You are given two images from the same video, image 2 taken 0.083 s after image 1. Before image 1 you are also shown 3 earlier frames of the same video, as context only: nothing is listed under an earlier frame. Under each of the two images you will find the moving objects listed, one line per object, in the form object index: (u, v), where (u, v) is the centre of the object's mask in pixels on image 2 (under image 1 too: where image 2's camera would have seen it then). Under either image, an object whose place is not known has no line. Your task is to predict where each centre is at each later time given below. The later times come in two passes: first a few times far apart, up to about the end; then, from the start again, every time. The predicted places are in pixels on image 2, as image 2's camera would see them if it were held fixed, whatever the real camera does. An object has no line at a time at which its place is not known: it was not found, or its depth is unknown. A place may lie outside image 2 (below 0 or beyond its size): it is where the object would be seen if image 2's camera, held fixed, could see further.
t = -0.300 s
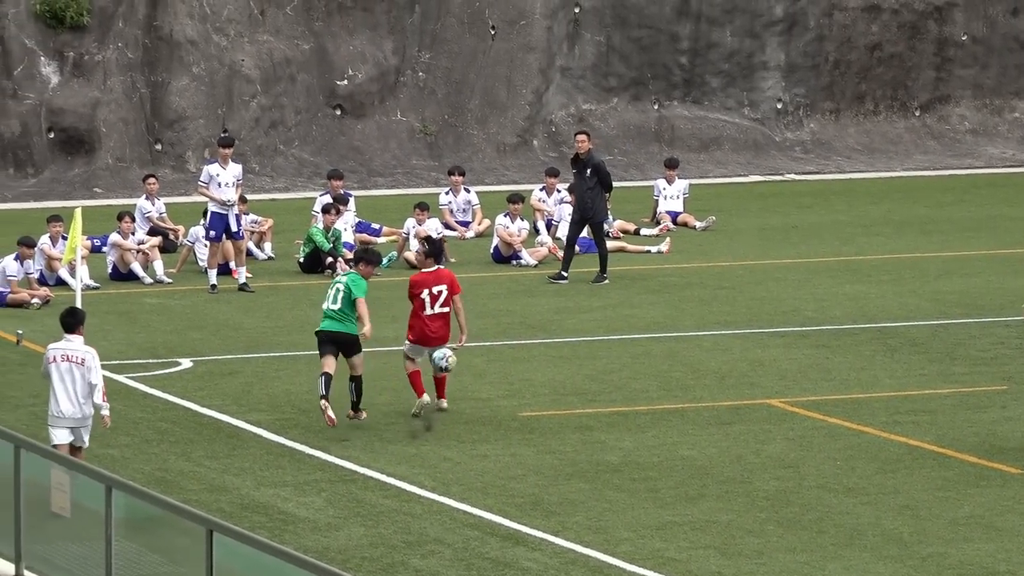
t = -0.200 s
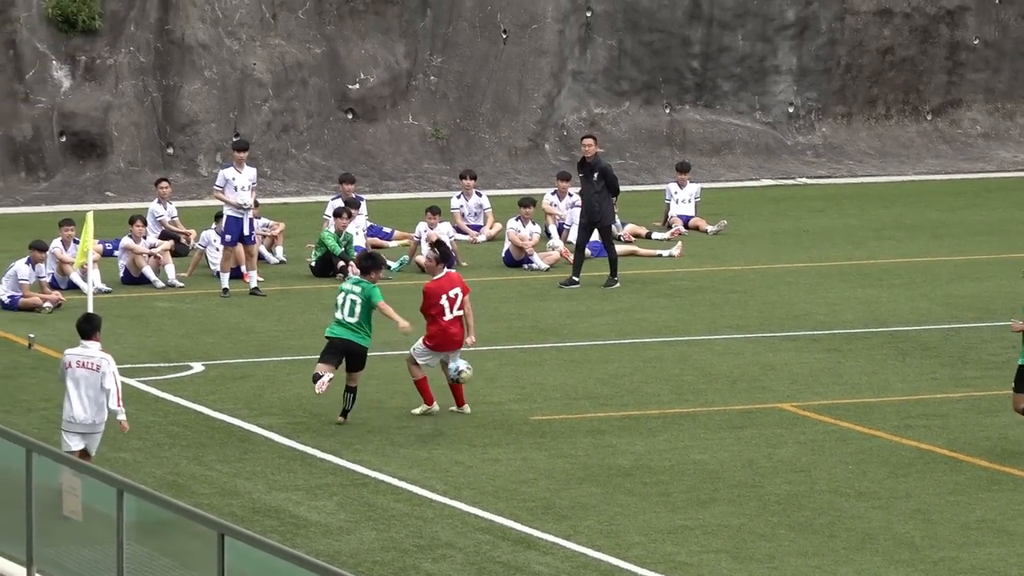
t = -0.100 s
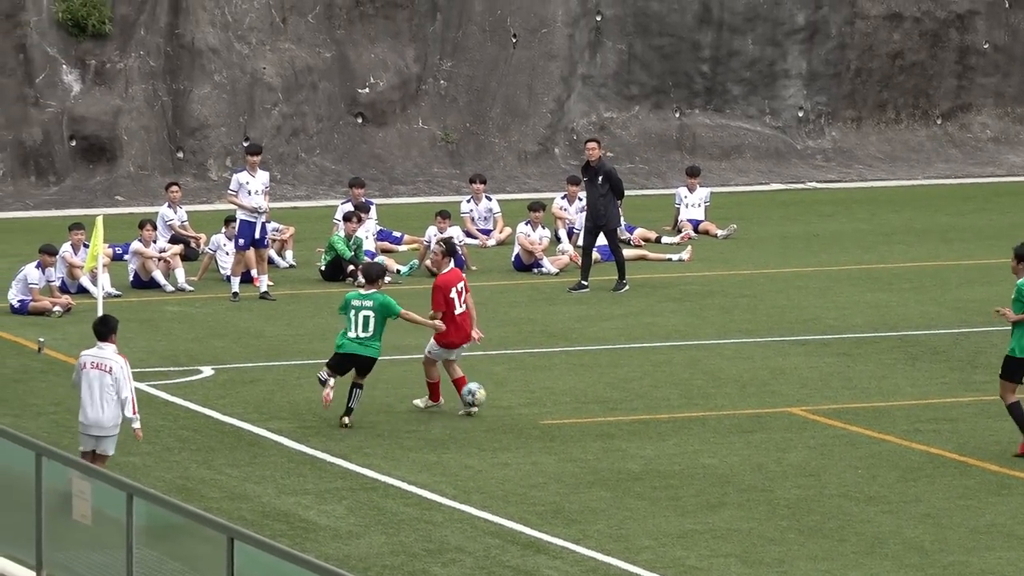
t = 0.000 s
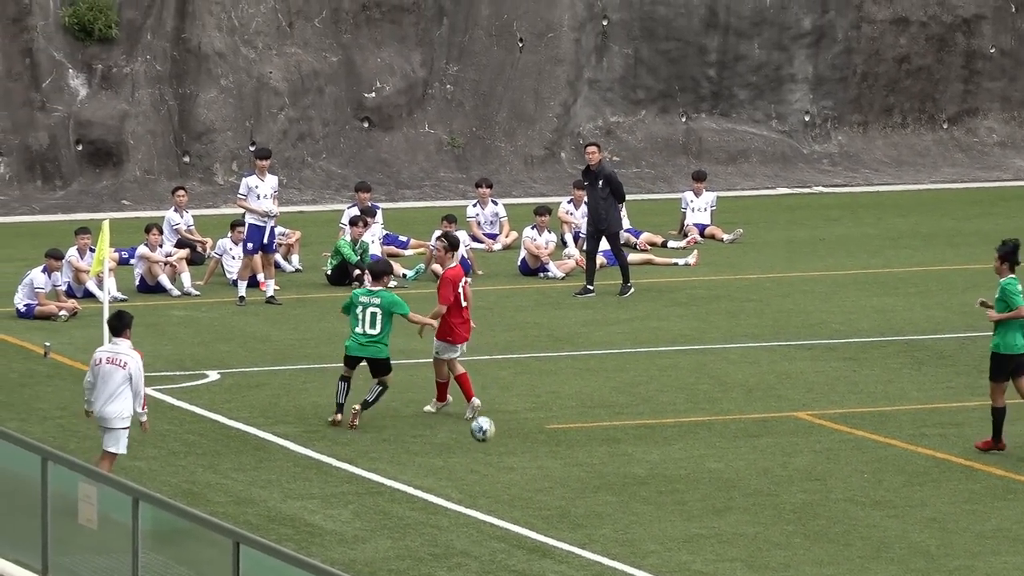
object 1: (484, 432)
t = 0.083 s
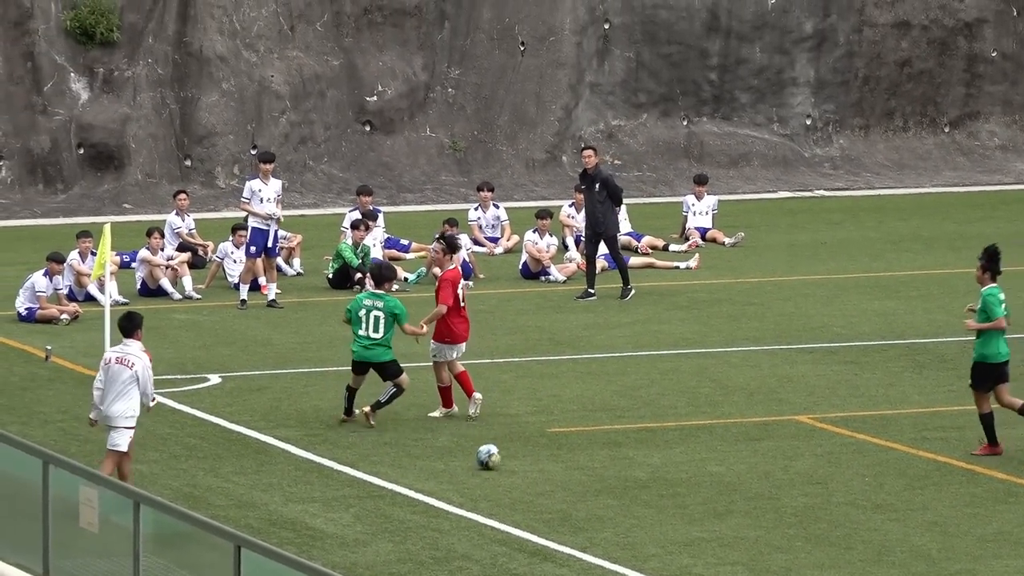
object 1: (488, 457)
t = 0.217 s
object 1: (504, 430)
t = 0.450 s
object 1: (530, 431)
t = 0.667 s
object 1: (549, 440)
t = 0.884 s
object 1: (563, 450)
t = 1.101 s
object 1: (581, 447)
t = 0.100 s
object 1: (490, 452)
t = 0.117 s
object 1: (492, 448)
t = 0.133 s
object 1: (494, 444)
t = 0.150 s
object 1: (496, 441)
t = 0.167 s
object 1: (498, 438)
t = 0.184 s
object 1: (500, 435)
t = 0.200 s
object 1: (502, 432)
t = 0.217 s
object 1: (504, 430)
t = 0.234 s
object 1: (506, 428)
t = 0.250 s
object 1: (508, 427)
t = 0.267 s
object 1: (509, 425)
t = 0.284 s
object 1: (511, 424)
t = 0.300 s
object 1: (513, 423)
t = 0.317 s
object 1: (515, 423)
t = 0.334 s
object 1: (517, 423)
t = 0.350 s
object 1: (519, 423)
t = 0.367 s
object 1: (521, 424)
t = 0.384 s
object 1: (523, 425)
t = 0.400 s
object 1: (524, 426)
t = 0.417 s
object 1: (526, 427)
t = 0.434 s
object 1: (528, 429)
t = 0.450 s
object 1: (530, 431)
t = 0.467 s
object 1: (532, 434)
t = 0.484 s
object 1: (534, 436)
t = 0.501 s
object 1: (536, 439)
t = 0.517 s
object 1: (537, 442)
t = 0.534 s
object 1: (539, 446)
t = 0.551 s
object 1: (541, 451)
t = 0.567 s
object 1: (543, 452)
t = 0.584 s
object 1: (544, 450)
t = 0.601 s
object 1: (545, 447)
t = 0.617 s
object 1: (546, 445)
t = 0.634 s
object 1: (547, 443)
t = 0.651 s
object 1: (548, 441)
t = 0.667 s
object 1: (549, 440)
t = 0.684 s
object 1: (550, 439)
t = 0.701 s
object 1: (551, 439)
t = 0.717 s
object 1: (553, 438)
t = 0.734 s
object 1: (554, 439)
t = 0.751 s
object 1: (555, 439)
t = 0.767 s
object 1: (556, 439)
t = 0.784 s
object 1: (557, 440)
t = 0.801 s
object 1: (558, 441)
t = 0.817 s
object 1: (559, 443)
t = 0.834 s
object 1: (560, 445)
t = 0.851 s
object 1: (561, 447)
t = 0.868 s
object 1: (562, 450)
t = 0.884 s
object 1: (563, 450)
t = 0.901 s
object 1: (565, 449)
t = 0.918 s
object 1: (566, 448)
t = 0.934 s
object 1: (567, 447)
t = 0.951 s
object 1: (569, 446)
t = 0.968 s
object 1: (570, 446)
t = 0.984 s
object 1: (572, 446)
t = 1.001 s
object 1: (573, 447)
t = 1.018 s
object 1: (574, 448)
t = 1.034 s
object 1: (576, 448)
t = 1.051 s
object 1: (577, 449)
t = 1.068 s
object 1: (578, 448)
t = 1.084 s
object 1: (579, 448)
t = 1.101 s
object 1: (581, 447)
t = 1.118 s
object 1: (582, 448)
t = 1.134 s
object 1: (583, 448)
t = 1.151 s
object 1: (585, 448)
